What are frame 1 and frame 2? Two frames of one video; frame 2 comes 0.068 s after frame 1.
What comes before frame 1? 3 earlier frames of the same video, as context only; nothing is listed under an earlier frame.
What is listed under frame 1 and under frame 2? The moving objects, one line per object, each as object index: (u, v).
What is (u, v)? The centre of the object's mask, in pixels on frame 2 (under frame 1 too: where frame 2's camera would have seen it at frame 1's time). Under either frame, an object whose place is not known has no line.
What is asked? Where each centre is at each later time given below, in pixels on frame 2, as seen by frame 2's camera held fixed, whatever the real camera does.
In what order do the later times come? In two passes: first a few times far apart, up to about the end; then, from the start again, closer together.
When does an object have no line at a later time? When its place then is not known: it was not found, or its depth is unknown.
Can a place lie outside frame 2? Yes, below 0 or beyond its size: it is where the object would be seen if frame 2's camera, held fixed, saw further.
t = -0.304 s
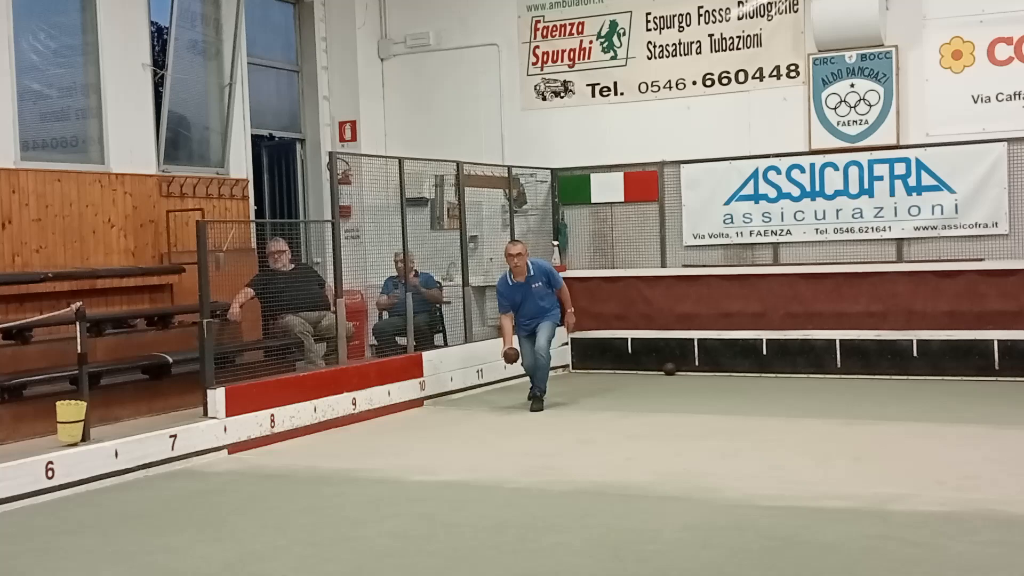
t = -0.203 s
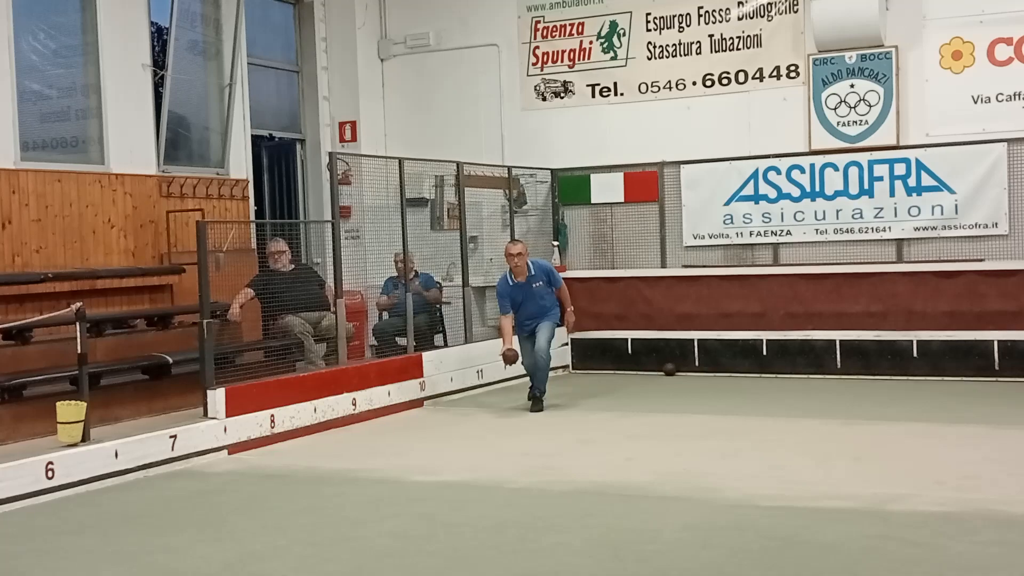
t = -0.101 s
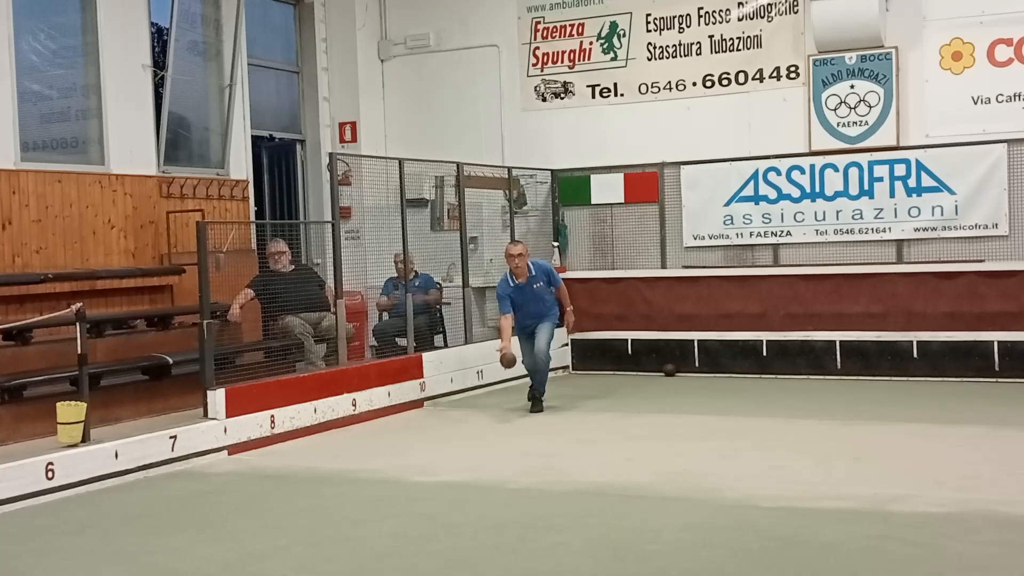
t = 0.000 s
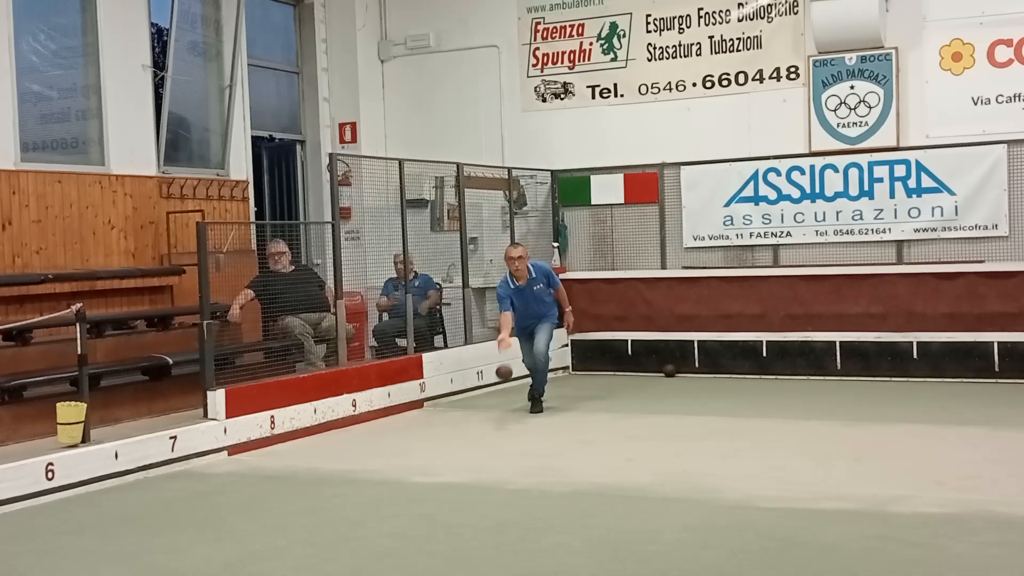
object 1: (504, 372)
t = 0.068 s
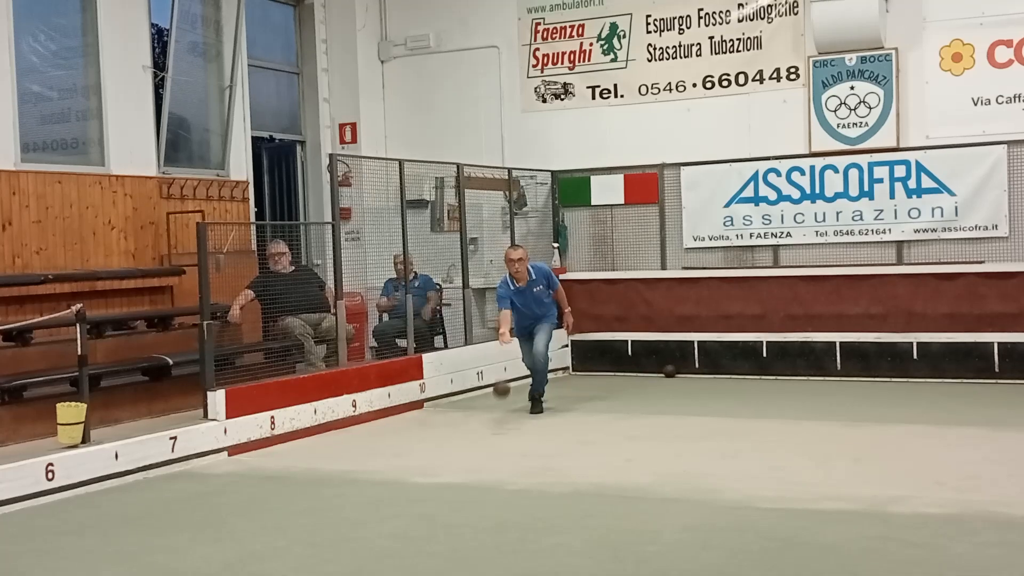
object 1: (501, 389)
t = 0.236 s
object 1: (495, 426)
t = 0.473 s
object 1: (486, 445)
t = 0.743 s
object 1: (474, 462)
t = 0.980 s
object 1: (461, 480)
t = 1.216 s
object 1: (447, 500)
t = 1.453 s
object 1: (430, 523)
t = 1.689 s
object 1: (410, 550)
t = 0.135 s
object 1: (499, 411)
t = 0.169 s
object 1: (497, 428)
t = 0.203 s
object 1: (496, 427)
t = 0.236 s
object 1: (495, 426)
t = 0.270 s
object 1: (494, 426)
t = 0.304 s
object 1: (493, 428)
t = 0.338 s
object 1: (491, 432)
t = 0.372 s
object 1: (490, 438)
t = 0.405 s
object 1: (489, 440)
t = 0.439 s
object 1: (487, 442)
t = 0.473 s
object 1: (486, 445)
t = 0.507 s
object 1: (485, 447)
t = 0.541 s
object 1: (483, 449)
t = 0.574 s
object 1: (482, 451)
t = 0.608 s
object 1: (480, 453)
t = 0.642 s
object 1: (479, 455)
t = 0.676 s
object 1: (477, 457)
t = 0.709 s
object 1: (475, 460)
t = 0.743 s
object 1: (474, 462)
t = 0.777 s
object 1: (472, 465)
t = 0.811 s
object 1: (471, 467)
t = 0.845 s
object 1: (469, 470)
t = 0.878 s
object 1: (467, 472)
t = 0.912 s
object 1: (465, 475)
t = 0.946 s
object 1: (463, 478)
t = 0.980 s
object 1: (461, 480)
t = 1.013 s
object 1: (459, 483)
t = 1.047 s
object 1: (457, 486)
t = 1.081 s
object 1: (455, 489)
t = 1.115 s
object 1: (453, 491)
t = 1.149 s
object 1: (451, 494)
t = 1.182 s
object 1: (449, 497)
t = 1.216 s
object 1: (447, 500)
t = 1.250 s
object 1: (445, 503)
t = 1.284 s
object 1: (443, 506)
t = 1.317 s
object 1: (440, 510)
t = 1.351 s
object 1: (438, 513)
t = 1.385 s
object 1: (435, 516)
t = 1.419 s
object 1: (433, 520)
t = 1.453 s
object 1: (430, 523)
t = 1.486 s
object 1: (428, 527)
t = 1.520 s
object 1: (425, 531)
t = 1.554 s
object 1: (422, 535)
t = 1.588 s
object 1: (419, 538)
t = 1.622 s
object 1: (416, 542)
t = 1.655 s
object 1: (413, 546)
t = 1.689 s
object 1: (410, 550)
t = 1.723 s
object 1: (407, 555)
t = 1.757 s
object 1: (404, 559)
